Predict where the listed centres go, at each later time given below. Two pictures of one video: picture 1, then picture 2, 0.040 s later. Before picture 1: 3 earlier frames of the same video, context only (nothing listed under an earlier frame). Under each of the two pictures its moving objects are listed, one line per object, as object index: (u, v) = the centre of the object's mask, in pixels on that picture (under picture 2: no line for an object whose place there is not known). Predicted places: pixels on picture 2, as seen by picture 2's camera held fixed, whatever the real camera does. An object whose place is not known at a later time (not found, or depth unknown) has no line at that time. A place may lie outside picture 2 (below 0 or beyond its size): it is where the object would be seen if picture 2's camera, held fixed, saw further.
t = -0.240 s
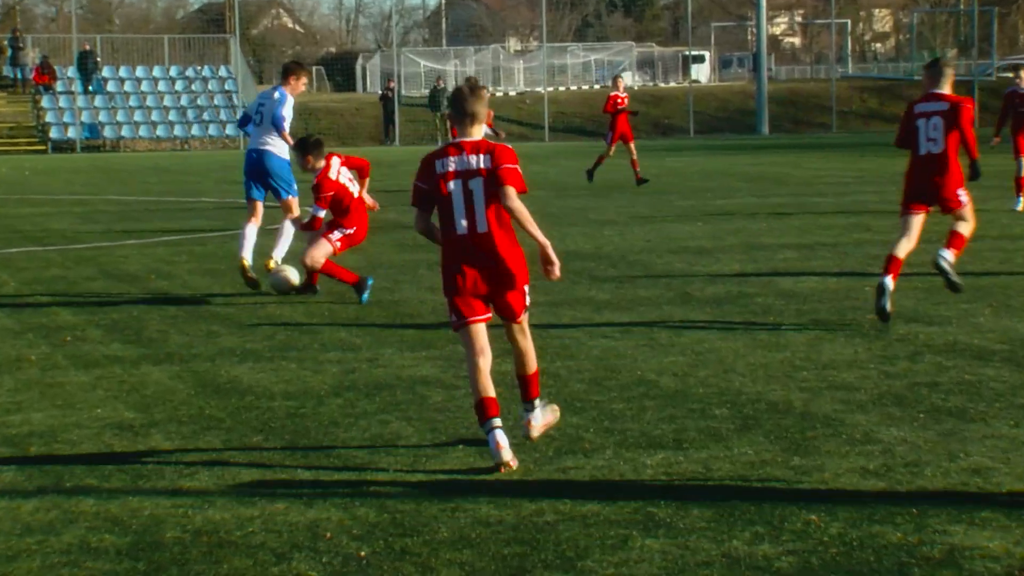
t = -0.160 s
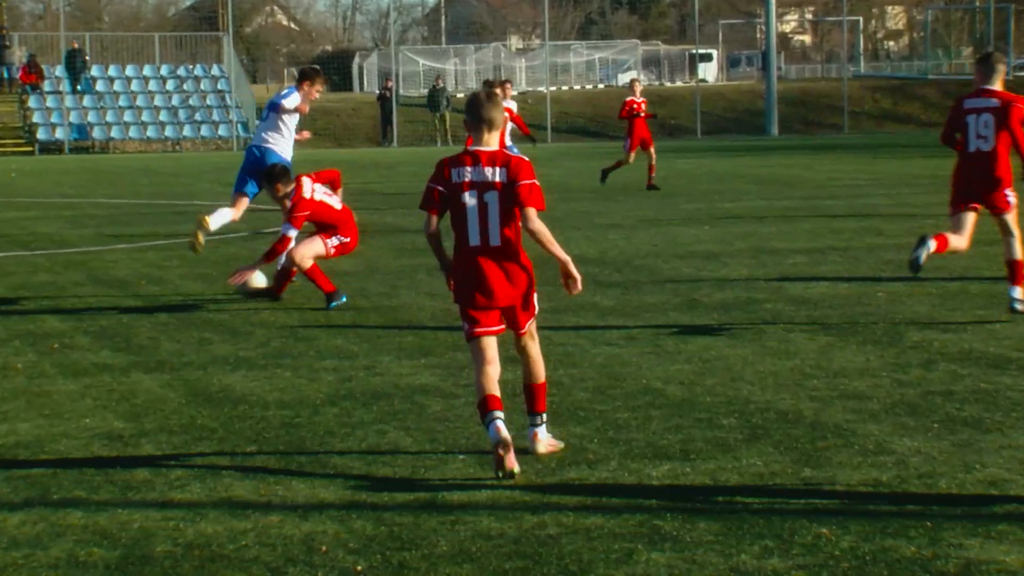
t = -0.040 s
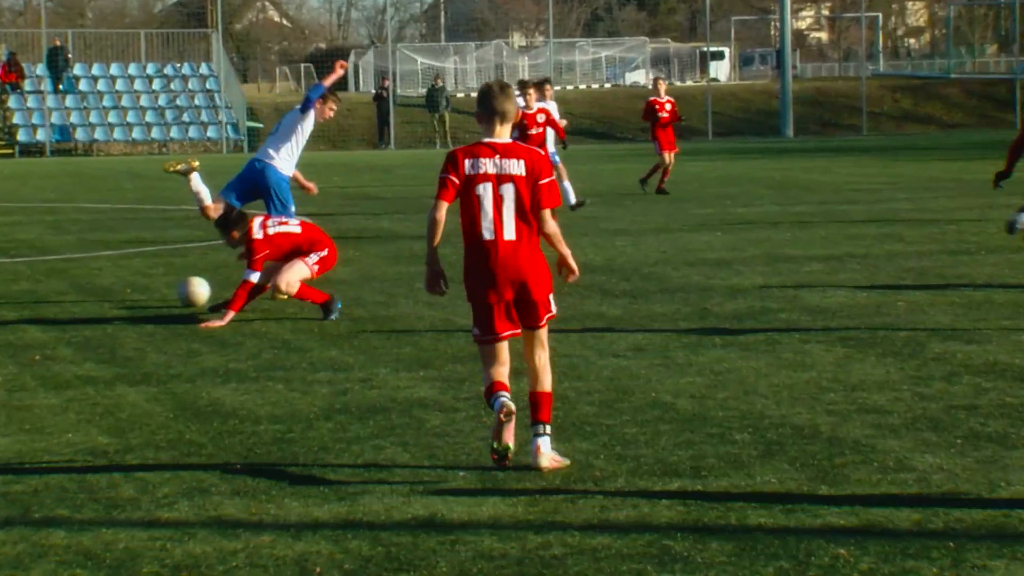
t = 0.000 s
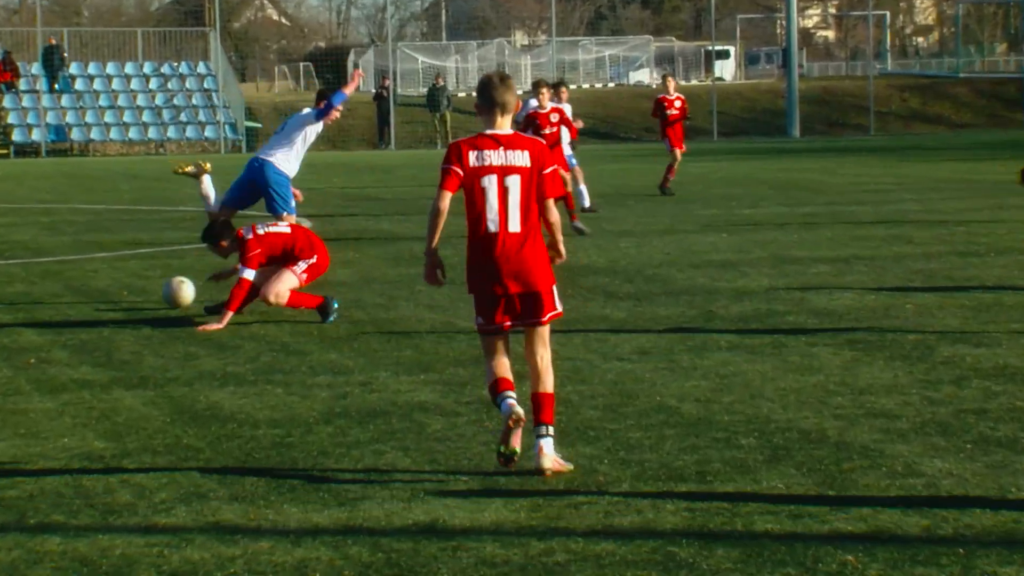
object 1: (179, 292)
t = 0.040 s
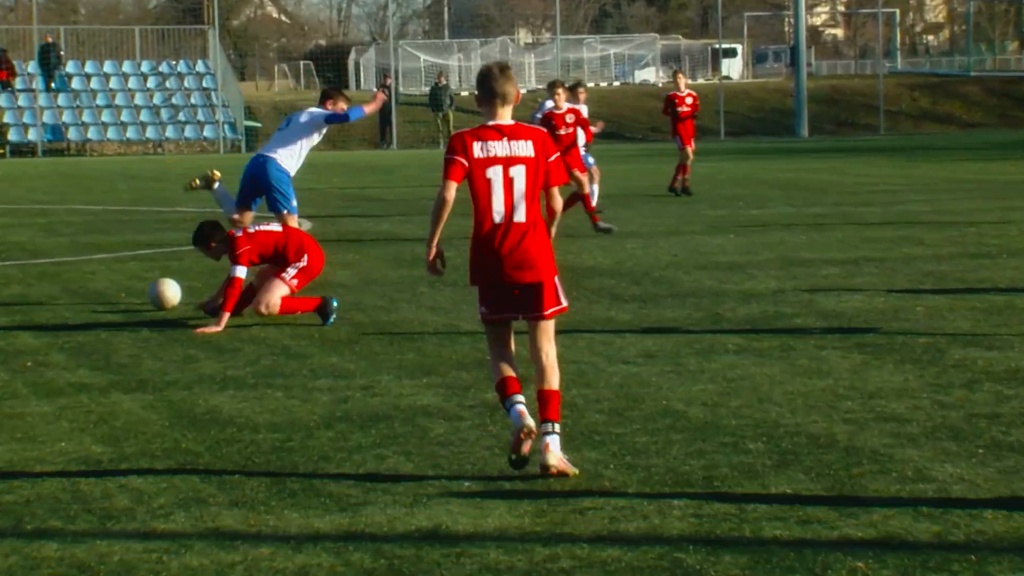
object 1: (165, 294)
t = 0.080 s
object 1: (150, 294)
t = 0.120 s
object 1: (137, 292)
